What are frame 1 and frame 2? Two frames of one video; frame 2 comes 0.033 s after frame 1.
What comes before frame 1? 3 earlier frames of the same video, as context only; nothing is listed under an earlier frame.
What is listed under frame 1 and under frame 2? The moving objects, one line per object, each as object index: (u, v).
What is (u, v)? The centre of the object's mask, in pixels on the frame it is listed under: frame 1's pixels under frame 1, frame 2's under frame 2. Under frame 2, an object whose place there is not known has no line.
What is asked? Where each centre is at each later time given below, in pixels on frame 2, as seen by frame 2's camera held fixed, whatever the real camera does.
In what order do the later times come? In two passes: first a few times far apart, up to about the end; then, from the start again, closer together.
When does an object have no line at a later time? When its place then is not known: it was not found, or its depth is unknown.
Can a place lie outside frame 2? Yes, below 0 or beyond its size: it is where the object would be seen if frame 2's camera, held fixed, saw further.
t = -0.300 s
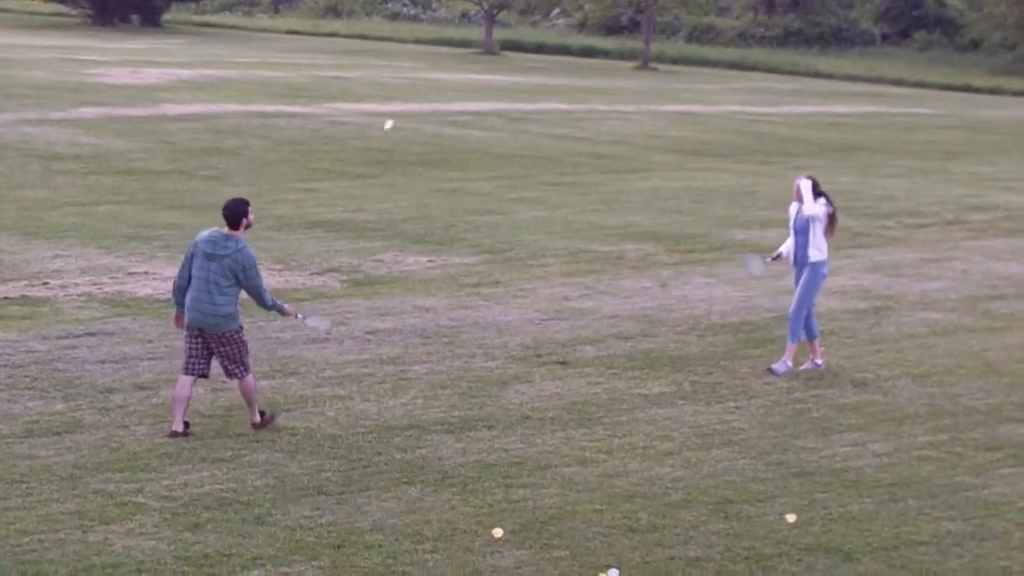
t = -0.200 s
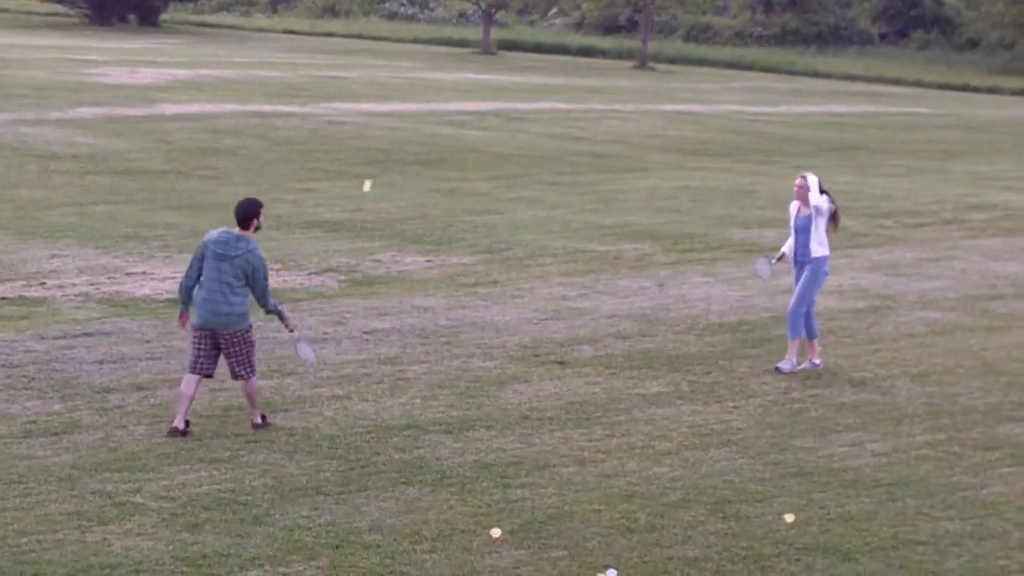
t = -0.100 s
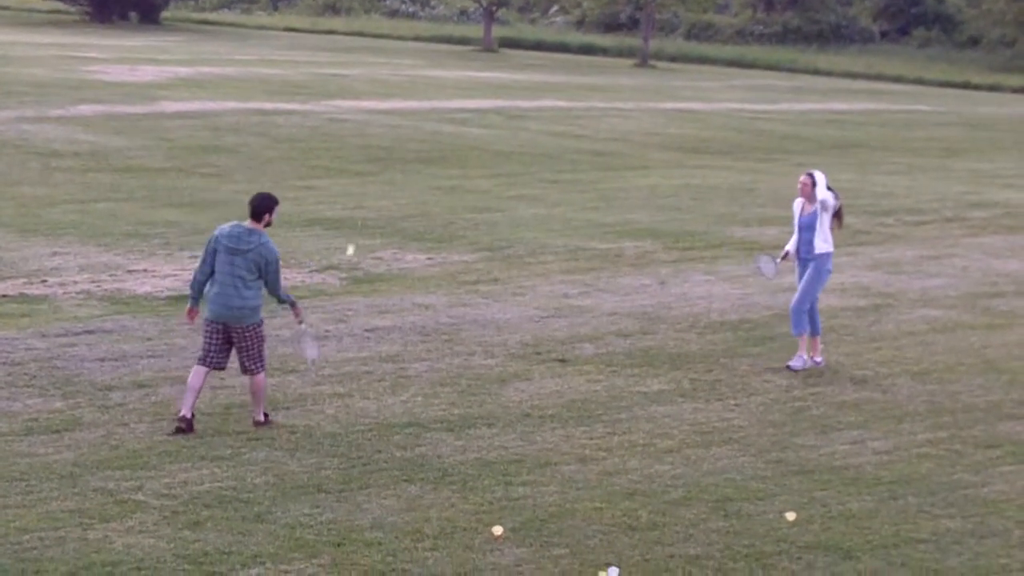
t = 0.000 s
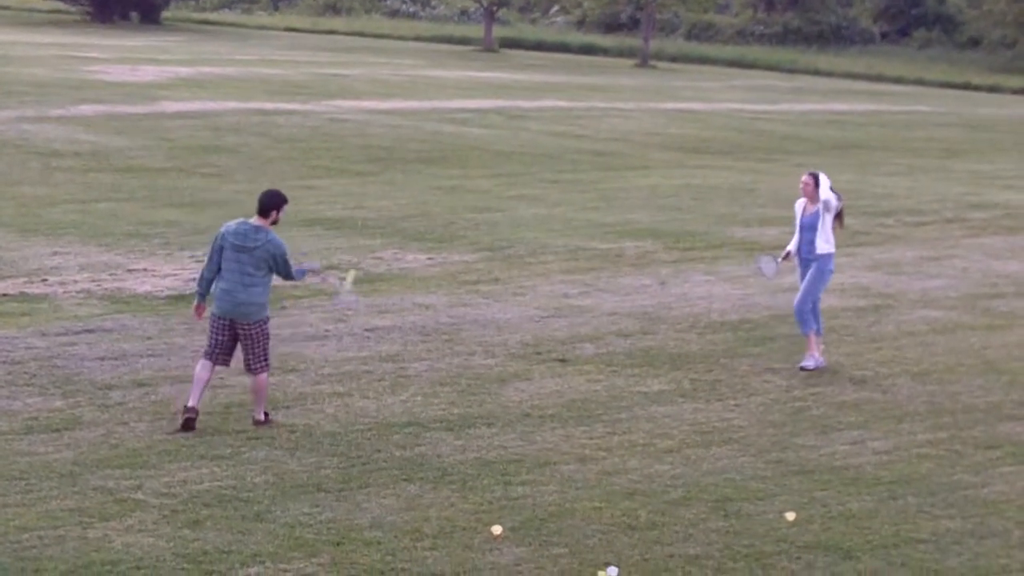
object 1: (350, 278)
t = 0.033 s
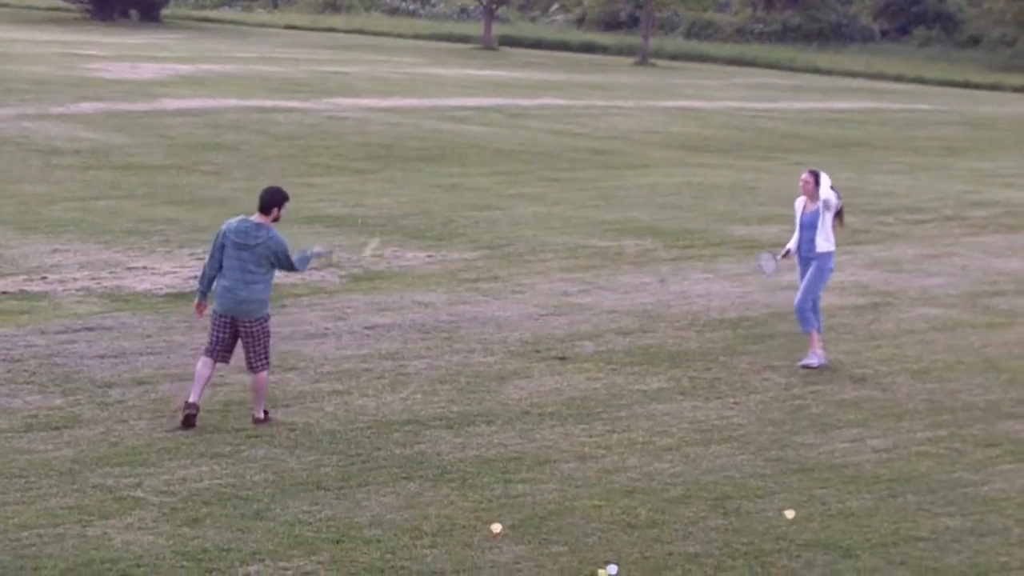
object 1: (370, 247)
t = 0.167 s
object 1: (433, 146)
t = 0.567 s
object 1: (550, 49)
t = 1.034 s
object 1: (631, 186)
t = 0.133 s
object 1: (419, 168)
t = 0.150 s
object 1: (426, 157)
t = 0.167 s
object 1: (433, 146)
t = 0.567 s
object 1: (550, 49)
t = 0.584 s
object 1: (553, 50)
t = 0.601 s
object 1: (558, 52)
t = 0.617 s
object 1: (561, 53)
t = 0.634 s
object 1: (565, 55)
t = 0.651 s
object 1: (567, 57)
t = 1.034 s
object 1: (631, 186)
